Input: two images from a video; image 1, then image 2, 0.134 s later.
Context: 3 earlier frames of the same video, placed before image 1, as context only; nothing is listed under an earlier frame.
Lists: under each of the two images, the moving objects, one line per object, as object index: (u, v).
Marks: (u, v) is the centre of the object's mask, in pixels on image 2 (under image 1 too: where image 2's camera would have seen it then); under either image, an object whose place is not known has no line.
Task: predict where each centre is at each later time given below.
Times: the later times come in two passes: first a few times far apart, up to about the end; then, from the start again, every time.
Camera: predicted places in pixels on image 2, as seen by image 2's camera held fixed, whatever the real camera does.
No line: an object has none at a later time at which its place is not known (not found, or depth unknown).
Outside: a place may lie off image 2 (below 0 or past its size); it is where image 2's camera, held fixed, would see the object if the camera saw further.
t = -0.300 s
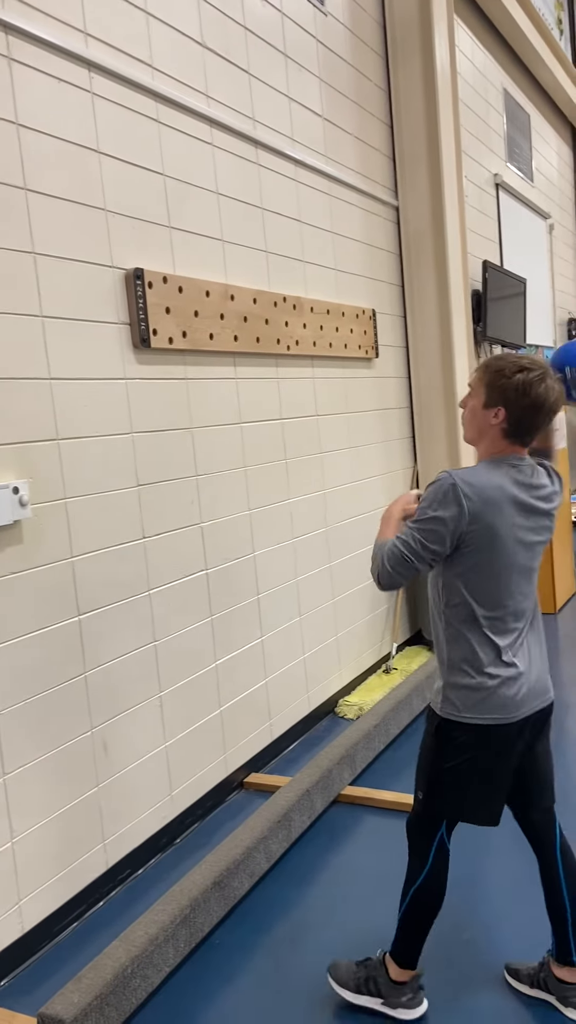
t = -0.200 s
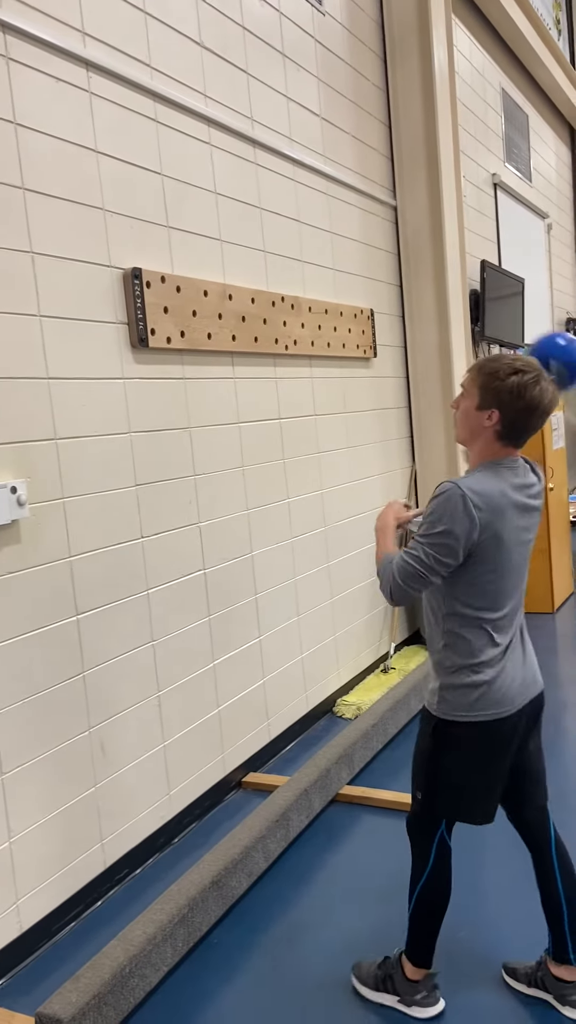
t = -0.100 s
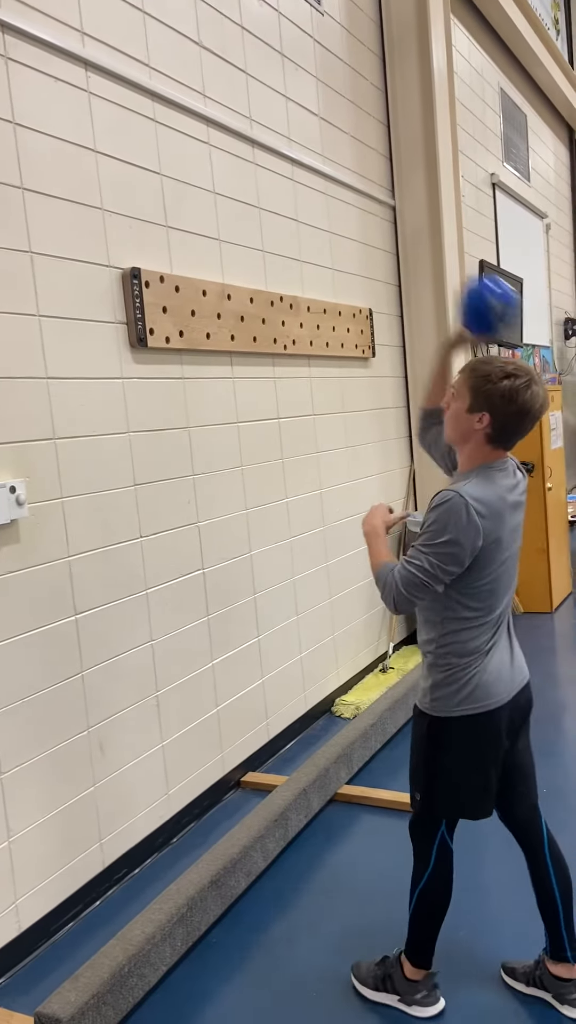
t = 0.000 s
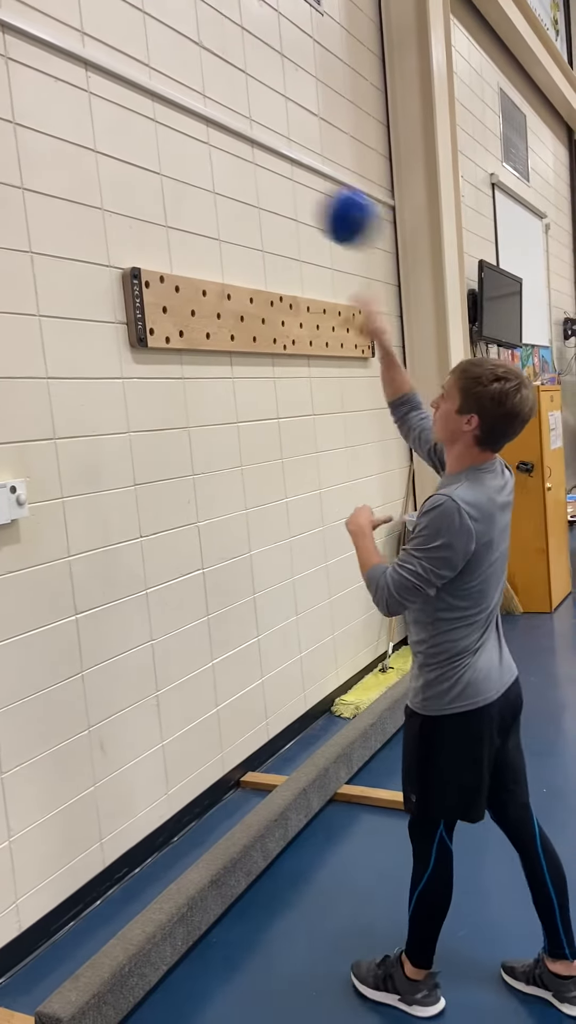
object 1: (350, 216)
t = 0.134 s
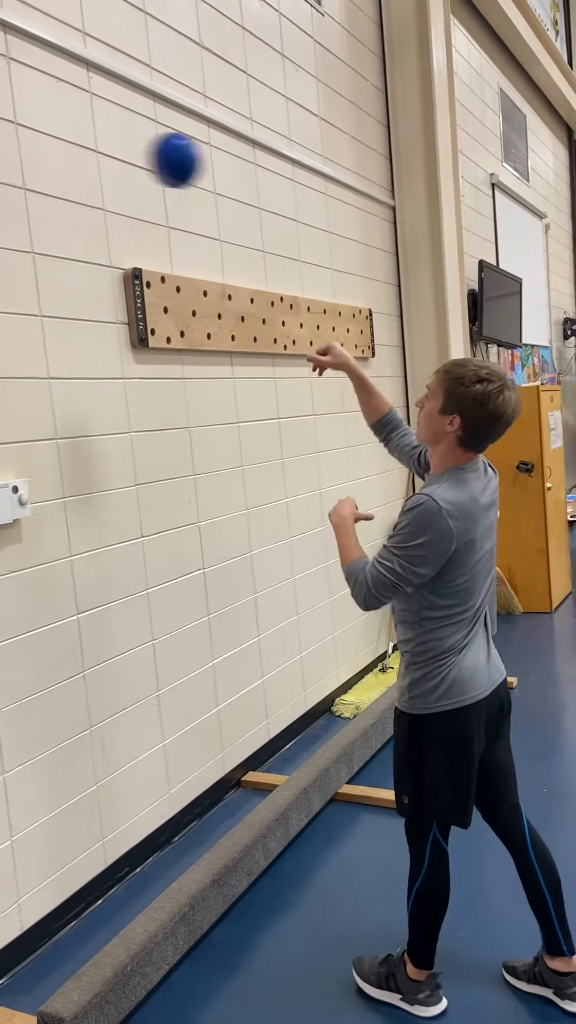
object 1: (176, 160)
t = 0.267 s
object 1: (49, 164)
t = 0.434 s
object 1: (149, 202)
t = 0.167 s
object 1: (138, 155)
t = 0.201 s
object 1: (102, 156)
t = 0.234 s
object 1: (68, 158)
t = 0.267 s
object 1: (49, 164)
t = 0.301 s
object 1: (69, 163)
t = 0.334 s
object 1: (88, 168)
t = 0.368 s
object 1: (107, 175)
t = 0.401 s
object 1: (128, 187)
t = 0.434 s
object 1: (149, 202)
